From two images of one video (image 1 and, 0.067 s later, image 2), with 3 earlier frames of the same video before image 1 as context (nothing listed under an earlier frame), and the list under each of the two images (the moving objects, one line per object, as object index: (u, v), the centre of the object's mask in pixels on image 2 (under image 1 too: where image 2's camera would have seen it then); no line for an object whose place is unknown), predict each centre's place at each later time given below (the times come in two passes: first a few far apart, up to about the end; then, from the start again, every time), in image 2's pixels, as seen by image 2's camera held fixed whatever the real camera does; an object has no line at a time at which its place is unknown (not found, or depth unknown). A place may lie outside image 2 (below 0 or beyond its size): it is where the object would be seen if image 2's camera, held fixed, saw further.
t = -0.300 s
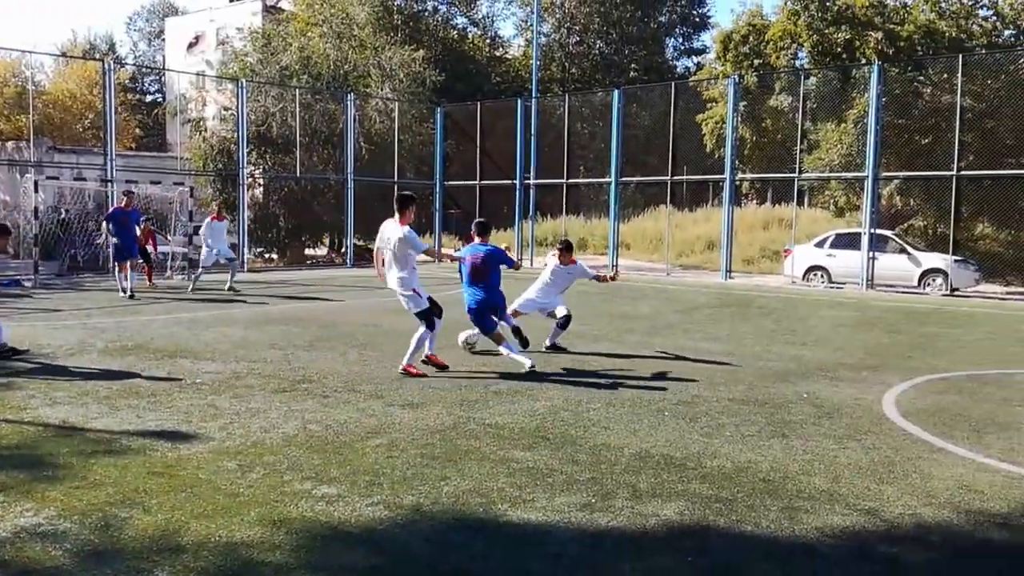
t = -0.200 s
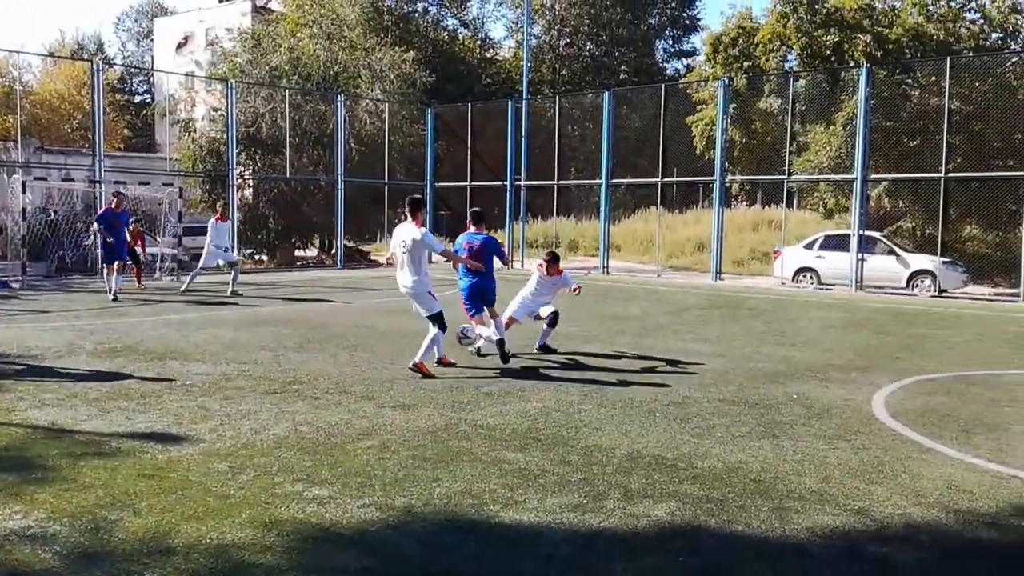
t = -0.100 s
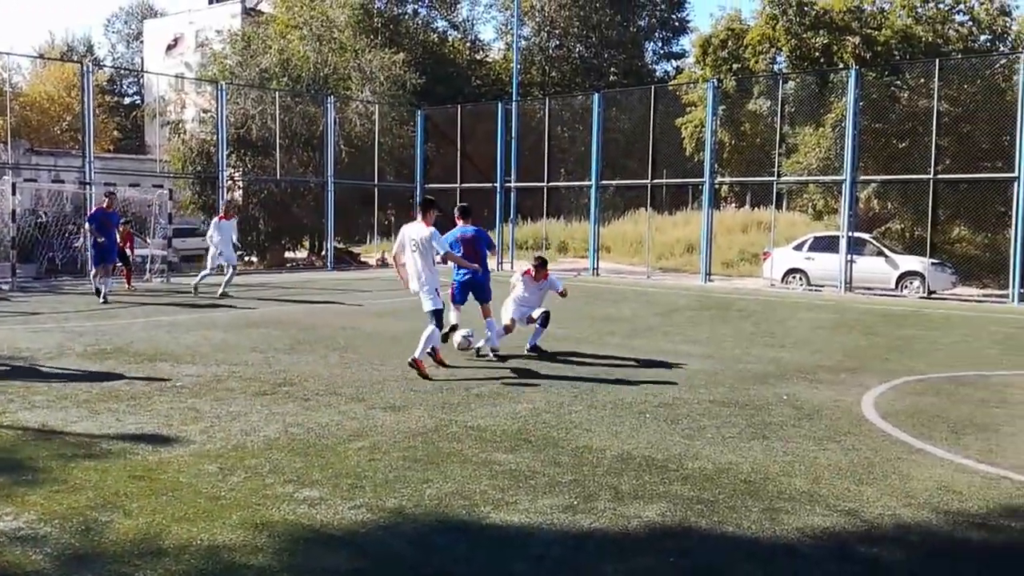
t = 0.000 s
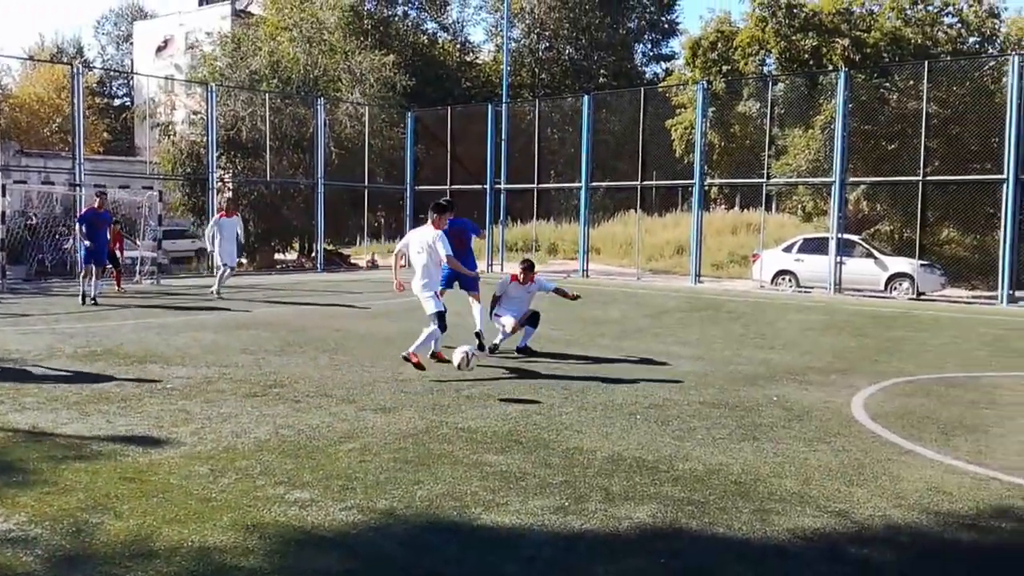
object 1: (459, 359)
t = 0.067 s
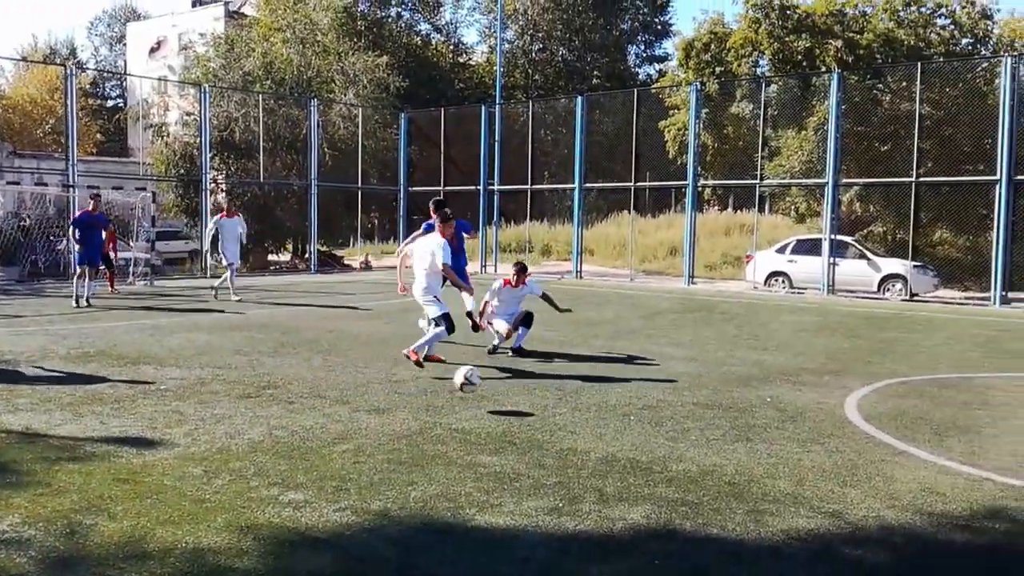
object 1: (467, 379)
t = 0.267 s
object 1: (499, 411)
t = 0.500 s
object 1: (555, 484)
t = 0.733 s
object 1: (651, 552)
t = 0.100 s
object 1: (472, 392)
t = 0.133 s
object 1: (477, 408)
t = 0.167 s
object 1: (482, 412)
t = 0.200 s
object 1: (487, 409)
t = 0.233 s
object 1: (493, 410)
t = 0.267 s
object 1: (499, 411)
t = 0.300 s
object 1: (506, 414)
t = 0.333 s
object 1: (512, 419)
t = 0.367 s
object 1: (519, 426)
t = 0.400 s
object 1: (527, 435)
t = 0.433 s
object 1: (536, 449)
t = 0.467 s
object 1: (545, 465)
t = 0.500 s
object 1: (555, 484)
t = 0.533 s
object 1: (566, 486)
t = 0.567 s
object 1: (578, 490)
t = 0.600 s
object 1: (591, 495)
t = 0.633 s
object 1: (604, 504)
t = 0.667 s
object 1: (619, 514)
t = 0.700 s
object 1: (634, 531)
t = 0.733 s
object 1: (651, 552)
